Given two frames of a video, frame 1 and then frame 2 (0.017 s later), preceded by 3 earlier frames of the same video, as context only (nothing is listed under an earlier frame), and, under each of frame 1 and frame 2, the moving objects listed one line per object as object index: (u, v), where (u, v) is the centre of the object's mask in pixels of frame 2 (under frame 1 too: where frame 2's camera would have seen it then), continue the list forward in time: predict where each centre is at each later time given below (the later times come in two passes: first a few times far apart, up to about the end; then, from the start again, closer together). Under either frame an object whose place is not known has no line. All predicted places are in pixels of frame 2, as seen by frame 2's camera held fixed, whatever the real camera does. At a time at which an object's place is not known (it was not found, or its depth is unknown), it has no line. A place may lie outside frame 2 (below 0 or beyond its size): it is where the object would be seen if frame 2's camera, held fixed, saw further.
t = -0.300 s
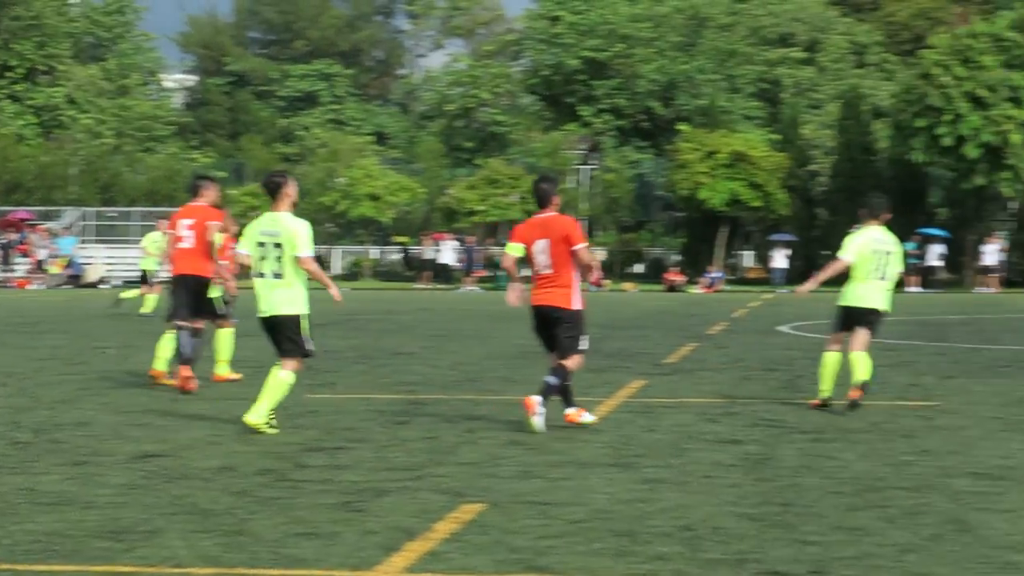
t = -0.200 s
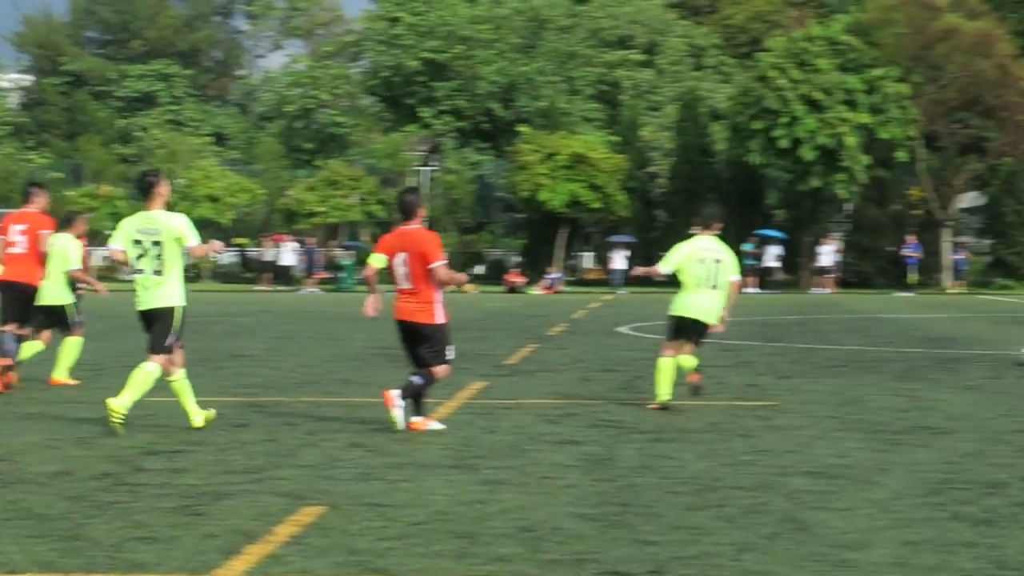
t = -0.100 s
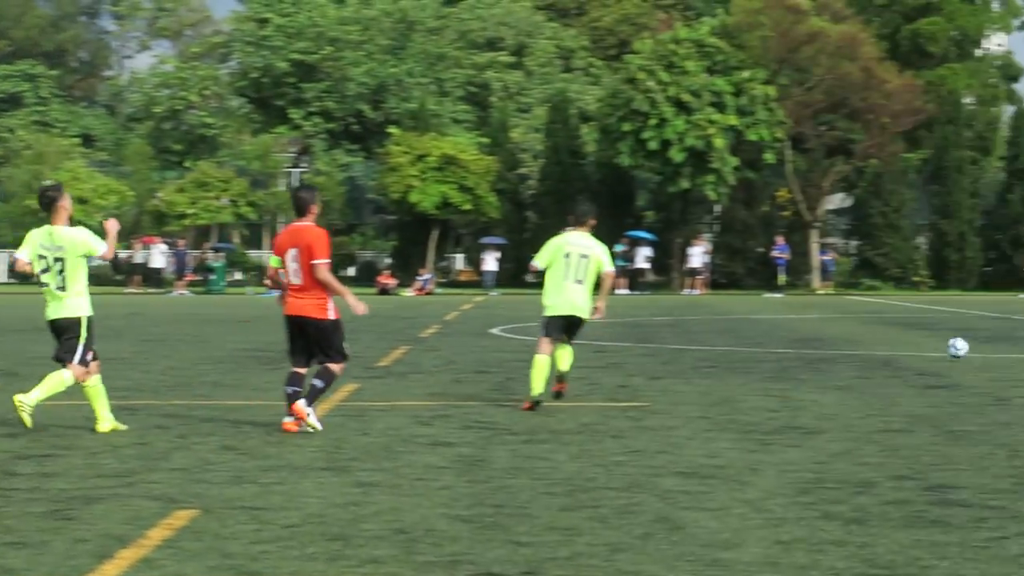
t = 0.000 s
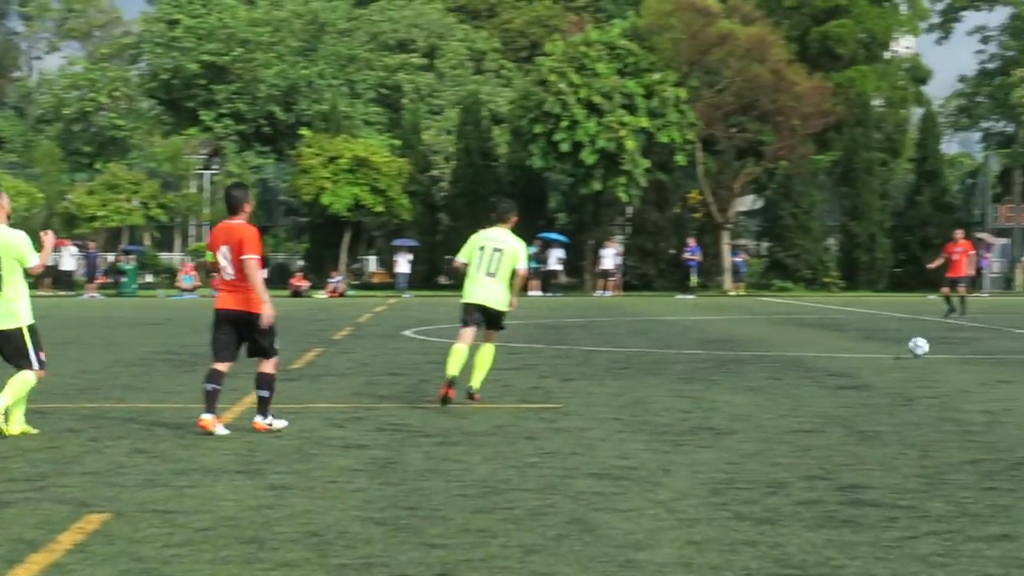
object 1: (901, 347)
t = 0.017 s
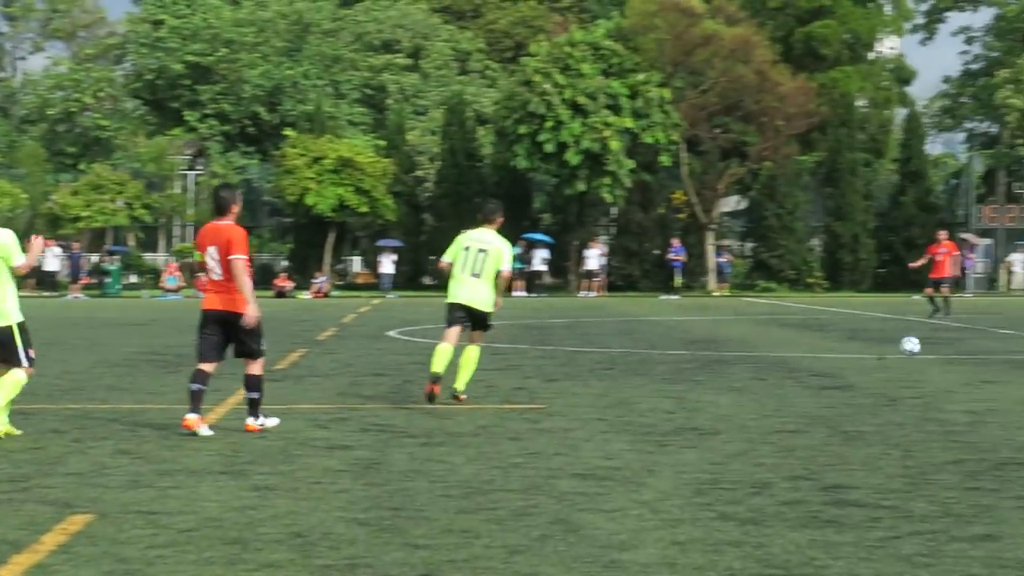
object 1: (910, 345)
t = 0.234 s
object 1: (1000, 341)
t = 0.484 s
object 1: (1086, 337)
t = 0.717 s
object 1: (1156, 337)
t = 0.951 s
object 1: (1221, 336)
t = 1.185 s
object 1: (1279, 335)
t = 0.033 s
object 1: (918, 345)
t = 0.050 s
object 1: (926, 345)
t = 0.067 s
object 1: (930, 345)
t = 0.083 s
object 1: (938, 345)
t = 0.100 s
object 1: (946, 345)
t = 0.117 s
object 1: (953, 343)
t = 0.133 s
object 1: (959, 342)
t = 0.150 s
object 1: (966, 341)
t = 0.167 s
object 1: (973, 341)
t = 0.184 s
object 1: (980, 340)
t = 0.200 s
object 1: (986, 341)
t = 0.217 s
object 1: (993, 340)
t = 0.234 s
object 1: (1000, 341)
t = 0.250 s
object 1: (1006, 341)
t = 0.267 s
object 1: (1012, 341)
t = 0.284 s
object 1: (1017, 340)
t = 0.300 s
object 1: (1024, 340)
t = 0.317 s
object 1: (1030, 339)
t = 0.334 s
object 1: (1036, 339)
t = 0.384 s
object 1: (1053, 339)
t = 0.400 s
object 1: (1058, 339)
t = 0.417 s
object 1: (1064, 339)
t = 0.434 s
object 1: (1070, 338)
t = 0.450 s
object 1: (1075, 337)
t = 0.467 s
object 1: (1080, 337)
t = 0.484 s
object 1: (1086, 337)
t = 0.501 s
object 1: (1091, 338)
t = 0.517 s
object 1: (1097, 338)
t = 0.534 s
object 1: (1101, 339)
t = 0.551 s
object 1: (1106, 339)
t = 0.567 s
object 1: (1112, 339)
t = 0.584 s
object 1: (1117, 338)
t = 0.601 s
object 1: (1122, 339)
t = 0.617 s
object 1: (1126, 338)
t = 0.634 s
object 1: (1131, 338)
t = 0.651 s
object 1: (1136, 337)
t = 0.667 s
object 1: (1141, 337)
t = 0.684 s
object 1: (1146, 337)
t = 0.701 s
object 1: (1151, 337)
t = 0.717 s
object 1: (1156, 337)
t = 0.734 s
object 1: (1161, 336)
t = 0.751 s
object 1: (1166, 336)
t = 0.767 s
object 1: (1170, 335)
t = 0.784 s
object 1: (1175, 336)
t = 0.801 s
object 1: (1179, 336)
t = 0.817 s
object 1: (1185, 336)
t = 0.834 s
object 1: (1189, 335)
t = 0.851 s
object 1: (1194, 336)
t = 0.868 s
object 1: (1199, 335)
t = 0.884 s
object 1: (1203, 336)
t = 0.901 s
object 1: (1207, 337)
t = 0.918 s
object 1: (1212, 337)
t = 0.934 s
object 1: (1217, 336)
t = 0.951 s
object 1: (1221, 336)
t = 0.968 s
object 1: (1225, 336)
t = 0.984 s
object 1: (1229, 336)
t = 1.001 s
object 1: (1234, 336)
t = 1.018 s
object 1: (1238, 335)
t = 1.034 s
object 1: (1242, 335)
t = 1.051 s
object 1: (1246, 334)
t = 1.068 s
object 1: (1251, 335)
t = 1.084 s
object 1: (1255, 335)
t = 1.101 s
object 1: (1259, 335)
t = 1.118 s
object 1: (1263, 335)
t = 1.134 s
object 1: (1268, 335)
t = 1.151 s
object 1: (1271, 335)
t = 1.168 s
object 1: (1275, 335)
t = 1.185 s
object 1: (1279, 335)
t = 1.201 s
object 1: (1283, 335)
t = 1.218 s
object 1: (1288, 335)
